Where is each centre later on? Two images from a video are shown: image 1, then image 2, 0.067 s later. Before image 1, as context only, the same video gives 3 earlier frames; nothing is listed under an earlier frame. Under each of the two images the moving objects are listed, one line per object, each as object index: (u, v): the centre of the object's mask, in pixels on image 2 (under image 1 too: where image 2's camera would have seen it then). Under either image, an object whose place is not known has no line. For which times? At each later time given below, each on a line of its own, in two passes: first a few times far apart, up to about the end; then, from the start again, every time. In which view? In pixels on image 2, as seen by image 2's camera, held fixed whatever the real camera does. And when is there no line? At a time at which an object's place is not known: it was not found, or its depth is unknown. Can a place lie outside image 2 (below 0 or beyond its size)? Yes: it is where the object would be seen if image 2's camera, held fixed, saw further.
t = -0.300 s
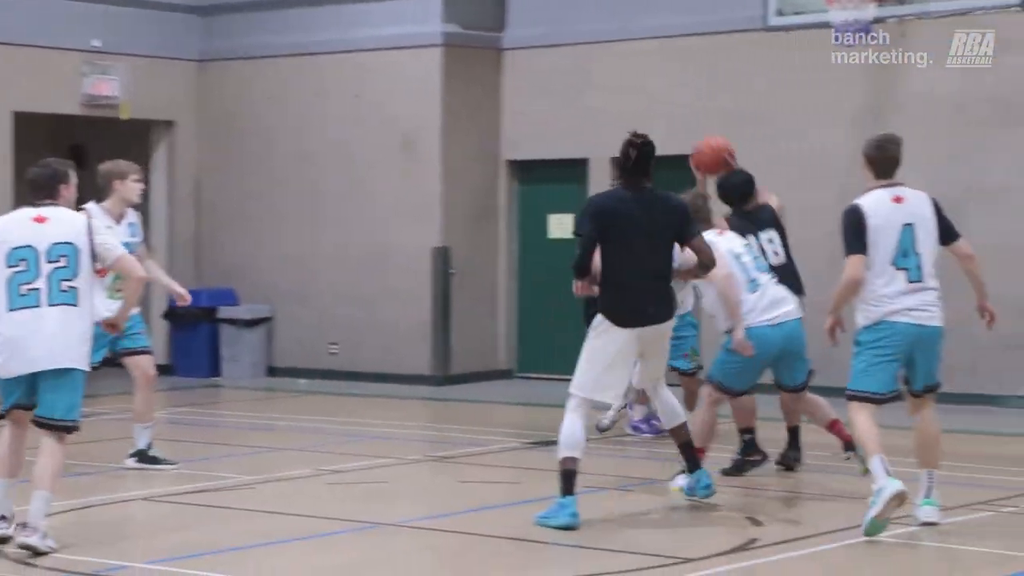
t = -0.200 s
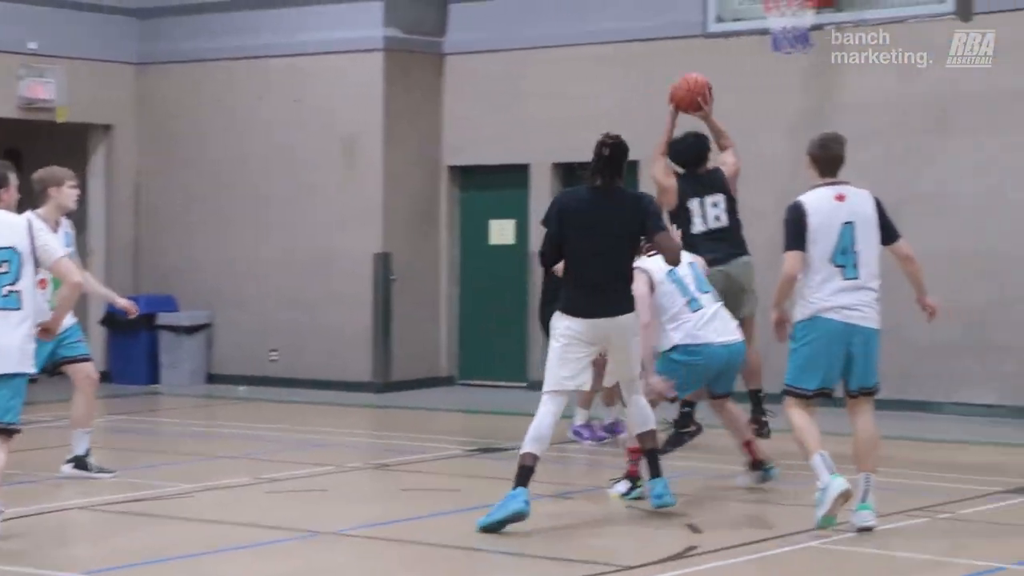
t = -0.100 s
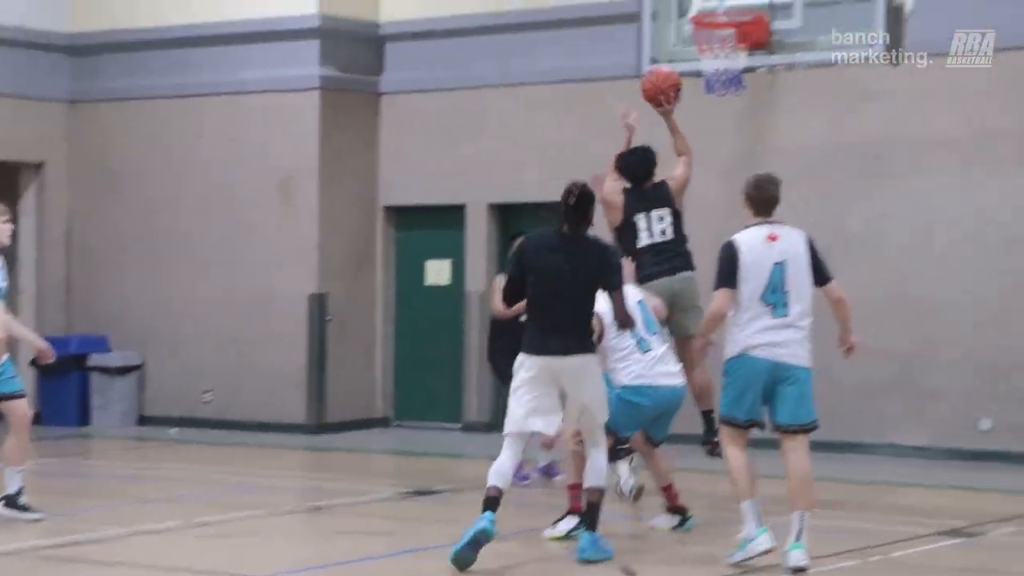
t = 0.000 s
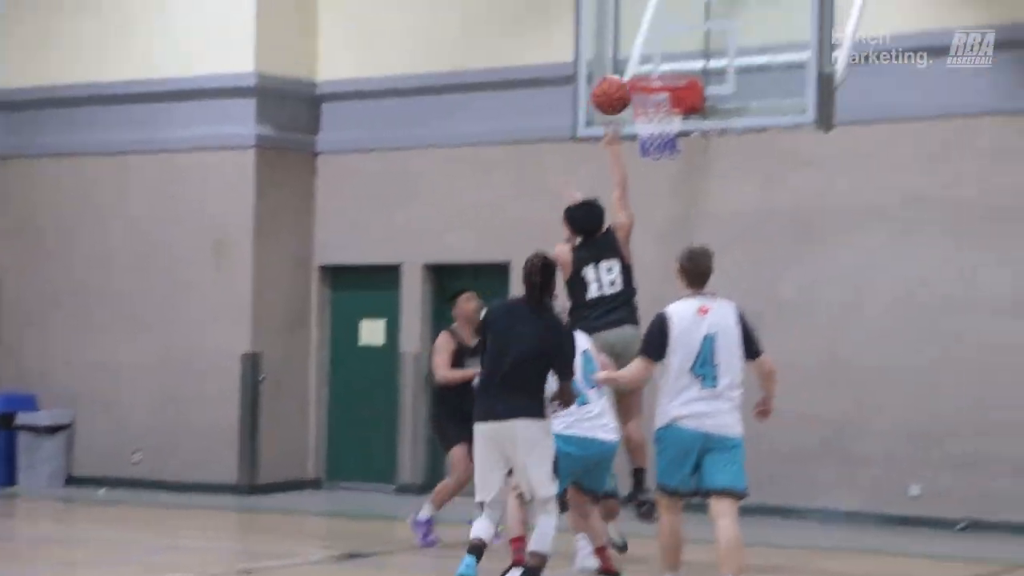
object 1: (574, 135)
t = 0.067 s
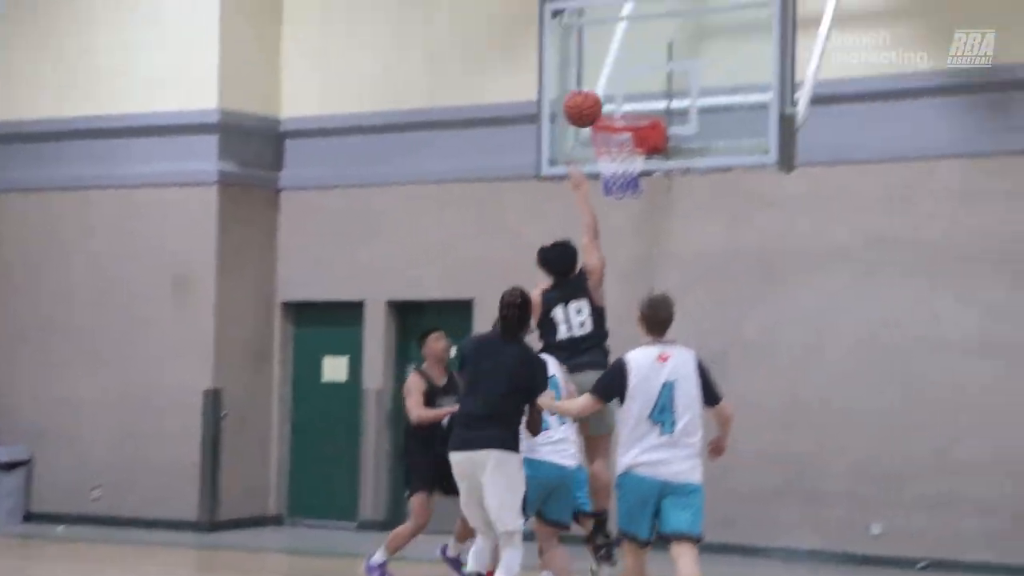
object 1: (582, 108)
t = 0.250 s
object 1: (605, 74)
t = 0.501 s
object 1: (631, 100)
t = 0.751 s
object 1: (641, 153)
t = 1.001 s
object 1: (622, 221)
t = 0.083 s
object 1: (585, 103)
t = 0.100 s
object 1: (586, 98)
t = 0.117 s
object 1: (588, 93)
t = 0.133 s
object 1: (591, 89)
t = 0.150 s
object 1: (593, 86)
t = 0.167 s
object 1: (595, 83)
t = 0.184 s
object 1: (597, 79)
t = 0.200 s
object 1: (599, 77)
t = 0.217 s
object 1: (601, 75)
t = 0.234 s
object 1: (603, 74)
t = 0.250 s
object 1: (605, 74)
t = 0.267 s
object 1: (607, 74)
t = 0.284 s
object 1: (609, 74)
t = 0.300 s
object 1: (611, 74)
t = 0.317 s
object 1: (612, 75)
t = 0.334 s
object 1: (615, 76)
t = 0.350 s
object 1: (616, 78)
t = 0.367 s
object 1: (618, 81)
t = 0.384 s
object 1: (620, 84)
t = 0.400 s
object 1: (621, 88)
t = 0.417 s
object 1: (623, 91)
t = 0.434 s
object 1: (625, 95)
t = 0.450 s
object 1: (627, 99)
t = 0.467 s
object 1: (628, 100)
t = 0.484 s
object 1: (630, 100)
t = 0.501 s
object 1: (631, 100)
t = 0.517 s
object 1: (633, 101)
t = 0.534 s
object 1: (634, 105)
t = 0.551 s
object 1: (635, 107)
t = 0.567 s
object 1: (636, 109)
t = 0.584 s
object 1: (638, 112)
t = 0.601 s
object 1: (639, 117)
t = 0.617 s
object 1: (641, 121)
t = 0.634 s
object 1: (641, 126)
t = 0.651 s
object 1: (642, 130)
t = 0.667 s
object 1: (643, 135)
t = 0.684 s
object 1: (644, 139)
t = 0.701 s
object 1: (643, 140)
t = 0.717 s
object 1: (643, 145)
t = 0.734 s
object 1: (641, 149)
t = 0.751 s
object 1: (641, 153)
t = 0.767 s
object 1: (638, 155)
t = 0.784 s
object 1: (636, 159)
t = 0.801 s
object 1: (638, 168)
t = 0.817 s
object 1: (636, 171)
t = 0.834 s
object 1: (635, 173)
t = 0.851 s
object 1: (634, 178)
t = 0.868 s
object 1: (633, 181)
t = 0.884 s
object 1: (632, 183)
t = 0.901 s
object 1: (631, 187)
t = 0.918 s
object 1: (629, 191)
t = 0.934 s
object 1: (627, 199)
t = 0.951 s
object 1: (626, 202)
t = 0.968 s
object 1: (625, 209)
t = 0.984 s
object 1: (623, 214)
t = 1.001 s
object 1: (622, 221)
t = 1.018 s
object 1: (620, 228)
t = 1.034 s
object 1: (618, 236)
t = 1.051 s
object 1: (617, 244)
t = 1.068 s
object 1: (615, 252)
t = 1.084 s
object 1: (614, 261)
